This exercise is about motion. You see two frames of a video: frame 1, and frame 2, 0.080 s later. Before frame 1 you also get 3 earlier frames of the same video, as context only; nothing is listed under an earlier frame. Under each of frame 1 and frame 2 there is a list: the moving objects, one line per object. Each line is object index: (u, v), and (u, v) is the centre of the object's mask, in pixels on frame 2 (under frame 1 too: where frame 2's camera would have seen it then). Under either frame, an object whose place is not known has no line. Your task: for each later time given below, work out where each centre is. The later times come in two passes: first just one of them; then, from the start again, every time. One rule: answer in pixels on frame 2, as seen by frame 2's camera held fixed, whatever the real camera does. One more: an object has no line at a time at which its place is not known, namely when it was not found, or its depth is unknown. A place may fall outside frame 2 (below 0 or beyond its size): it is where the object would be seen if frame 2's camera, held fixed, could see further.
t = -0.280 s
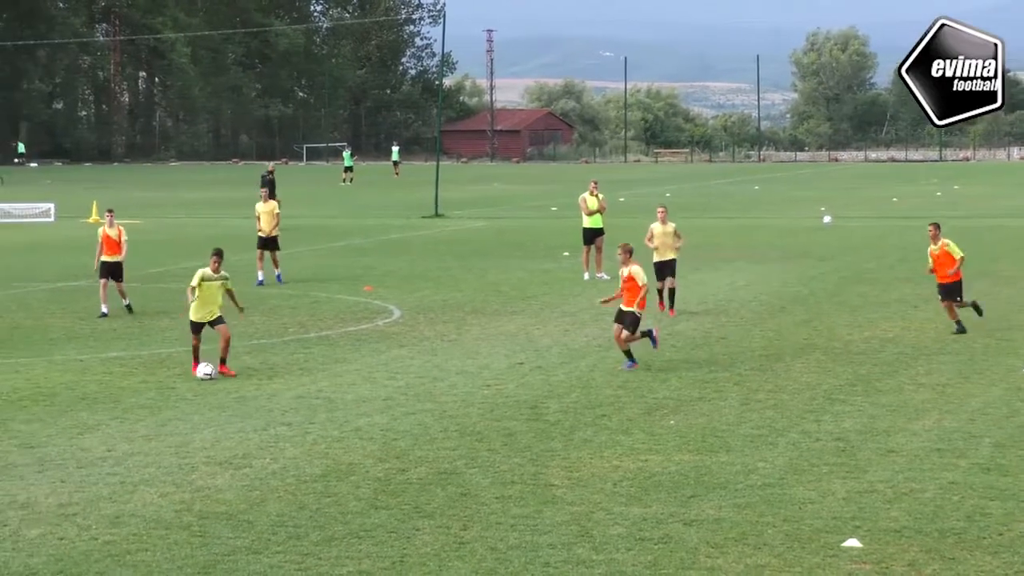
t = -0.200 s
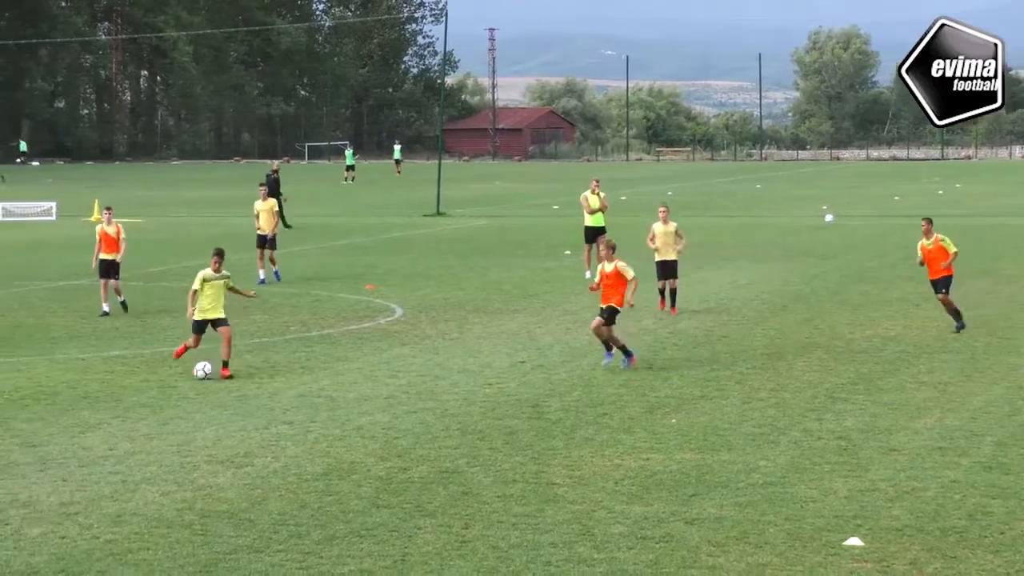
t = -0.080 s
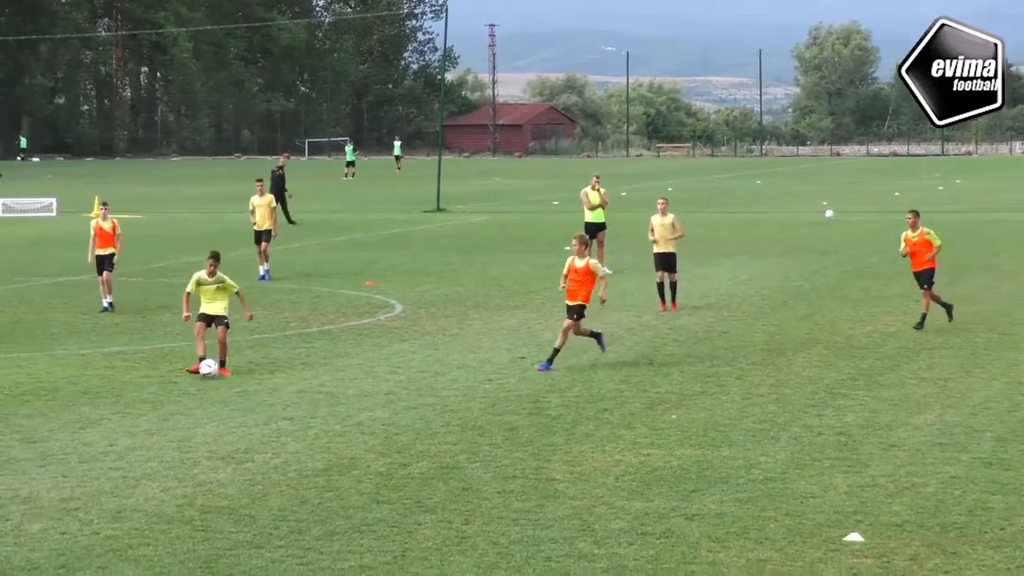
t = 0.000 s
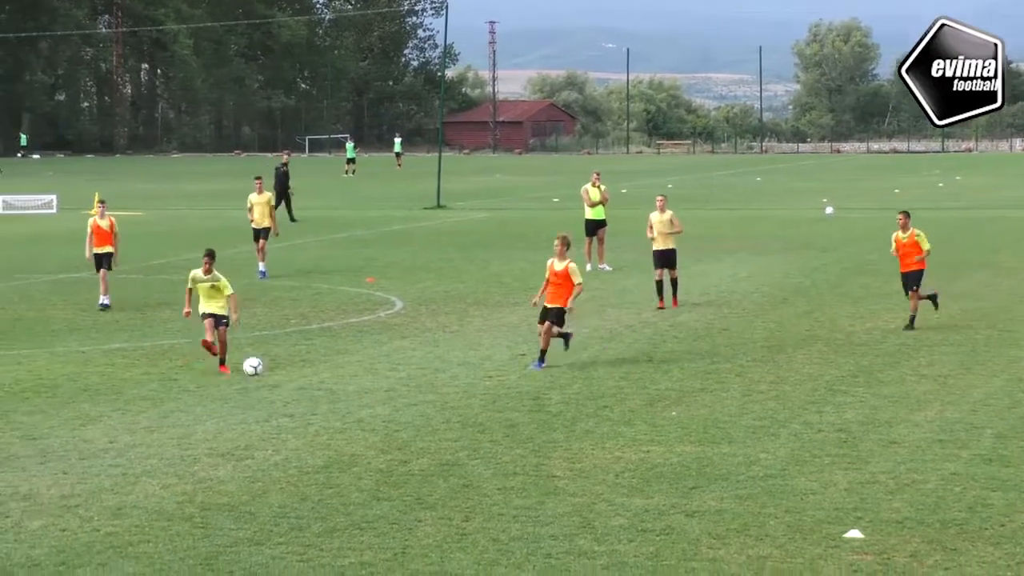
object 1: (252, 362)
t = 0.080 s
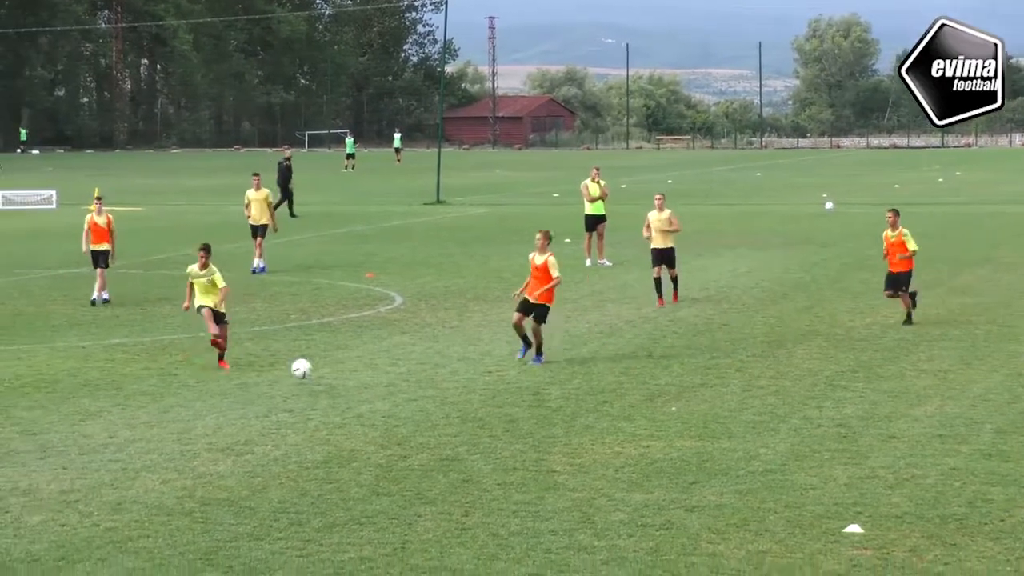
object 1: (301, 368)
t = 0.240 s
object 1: (416, 402)
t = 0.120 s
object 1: (328, 374)
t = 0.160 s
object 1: (355, 381)
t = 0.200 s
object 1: (385, 390)
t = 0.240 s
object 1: (416, 402)
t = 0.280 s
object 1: (449, 415)
